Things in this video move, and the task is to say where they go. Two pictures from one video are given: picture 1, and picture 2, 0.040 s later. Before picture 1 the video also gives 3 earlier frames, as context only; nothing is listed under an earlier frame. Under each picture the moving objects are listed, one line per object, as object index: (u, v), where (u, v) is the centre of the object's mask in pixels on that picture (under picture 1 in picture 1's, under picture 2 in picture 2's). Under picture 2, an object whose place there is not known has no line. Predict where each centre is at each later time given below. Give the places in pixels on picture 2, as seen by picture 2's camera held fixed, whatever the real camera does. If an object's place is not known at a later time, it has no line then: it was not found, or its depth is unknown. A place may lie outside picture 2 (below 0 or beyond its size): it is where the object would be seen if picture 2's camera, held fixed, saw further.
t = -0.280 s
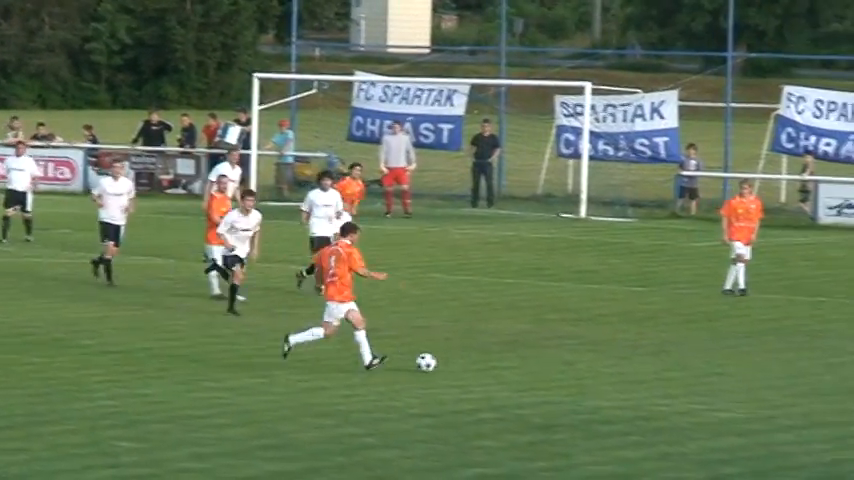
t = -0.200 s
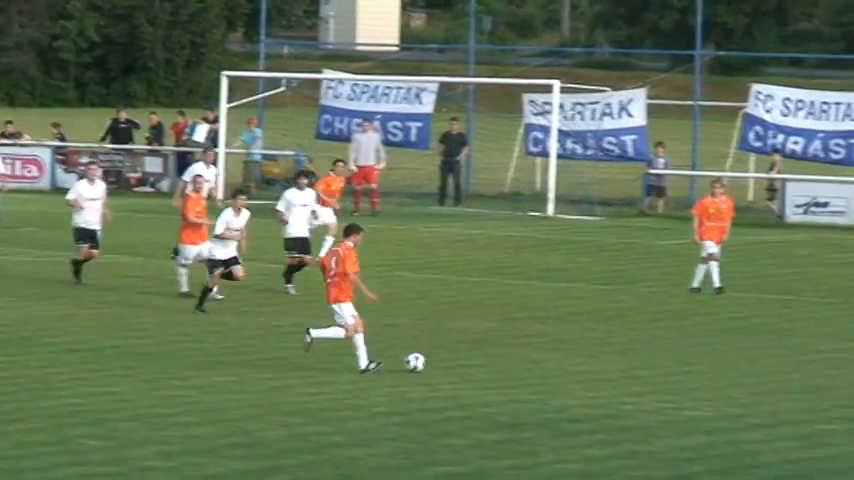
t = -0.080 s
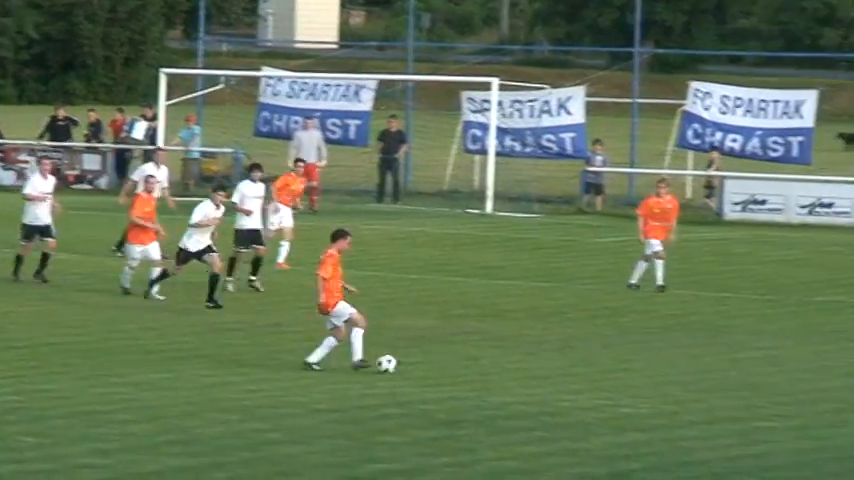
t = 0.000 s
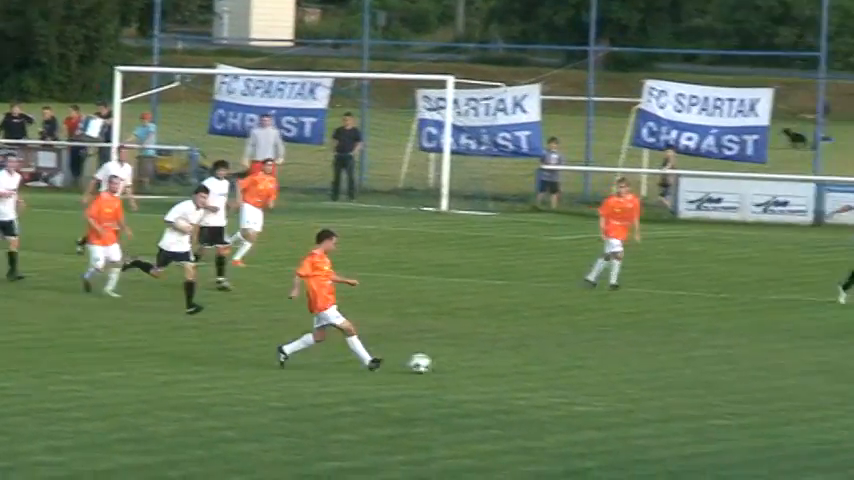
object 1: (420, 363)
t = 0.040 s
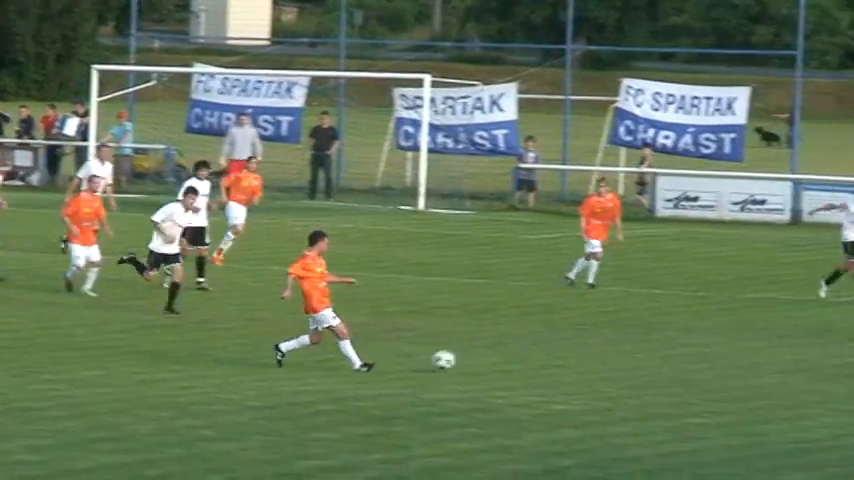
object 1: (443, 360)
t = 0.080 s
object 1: (491, 359)
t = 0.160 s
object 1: (582, 363)
